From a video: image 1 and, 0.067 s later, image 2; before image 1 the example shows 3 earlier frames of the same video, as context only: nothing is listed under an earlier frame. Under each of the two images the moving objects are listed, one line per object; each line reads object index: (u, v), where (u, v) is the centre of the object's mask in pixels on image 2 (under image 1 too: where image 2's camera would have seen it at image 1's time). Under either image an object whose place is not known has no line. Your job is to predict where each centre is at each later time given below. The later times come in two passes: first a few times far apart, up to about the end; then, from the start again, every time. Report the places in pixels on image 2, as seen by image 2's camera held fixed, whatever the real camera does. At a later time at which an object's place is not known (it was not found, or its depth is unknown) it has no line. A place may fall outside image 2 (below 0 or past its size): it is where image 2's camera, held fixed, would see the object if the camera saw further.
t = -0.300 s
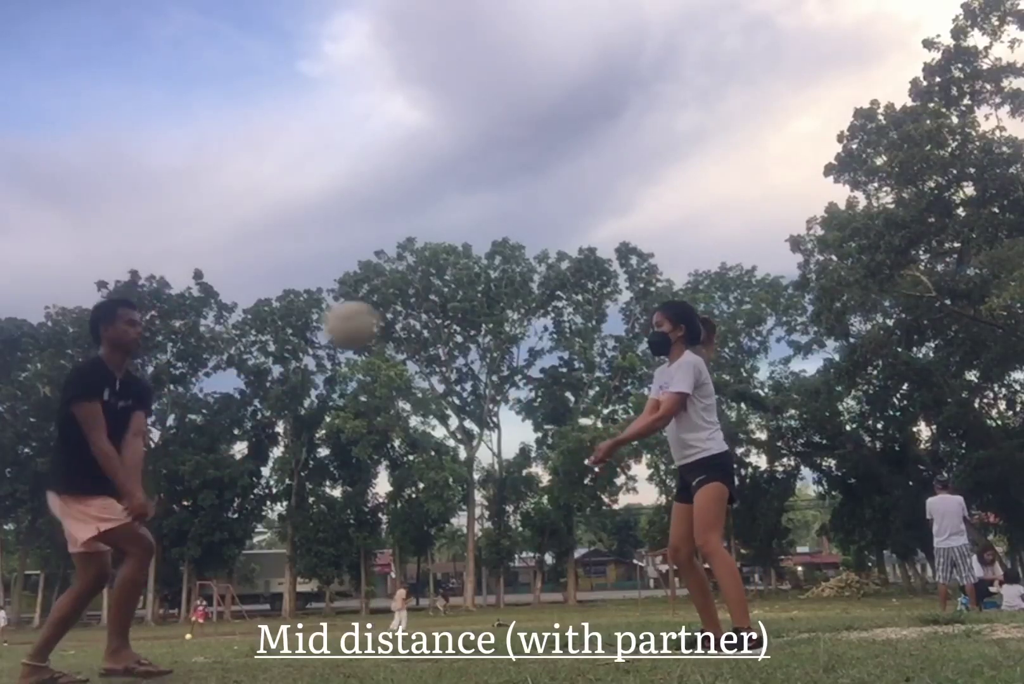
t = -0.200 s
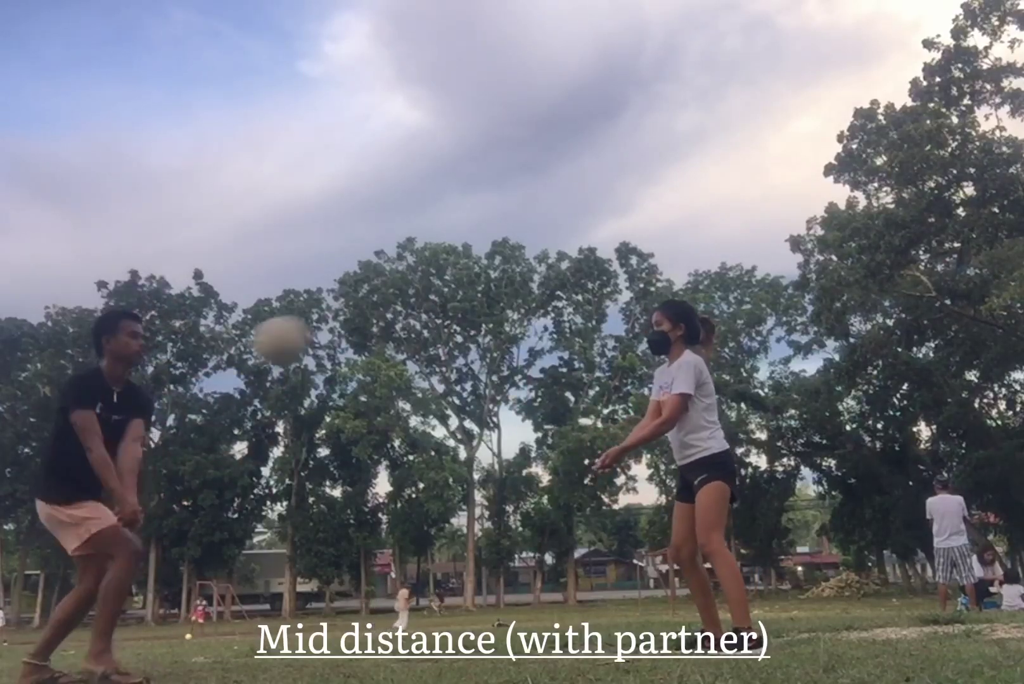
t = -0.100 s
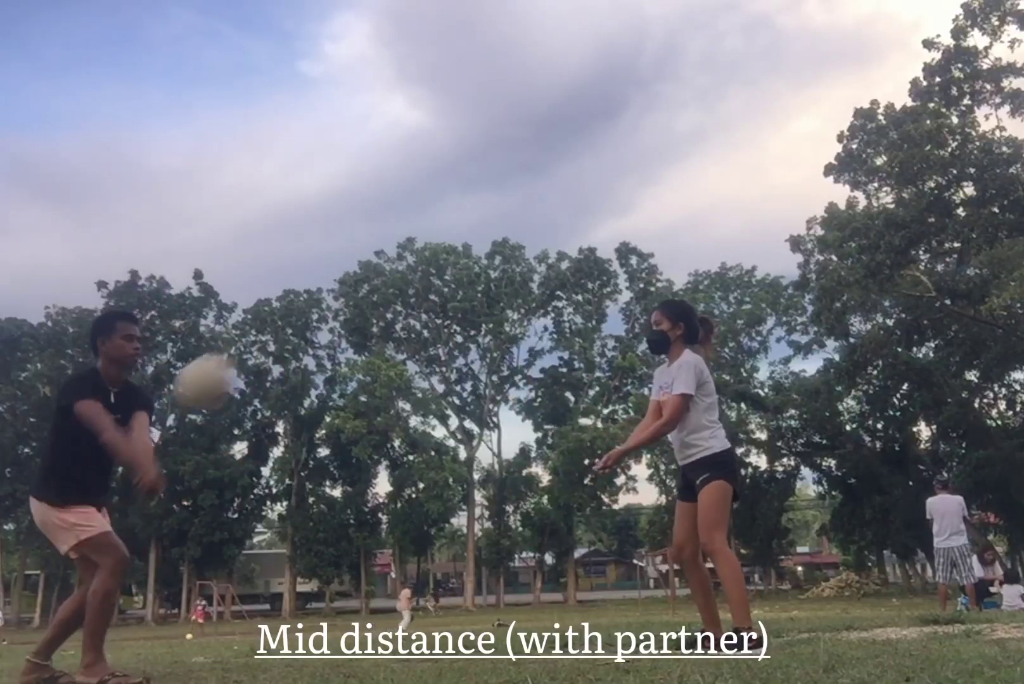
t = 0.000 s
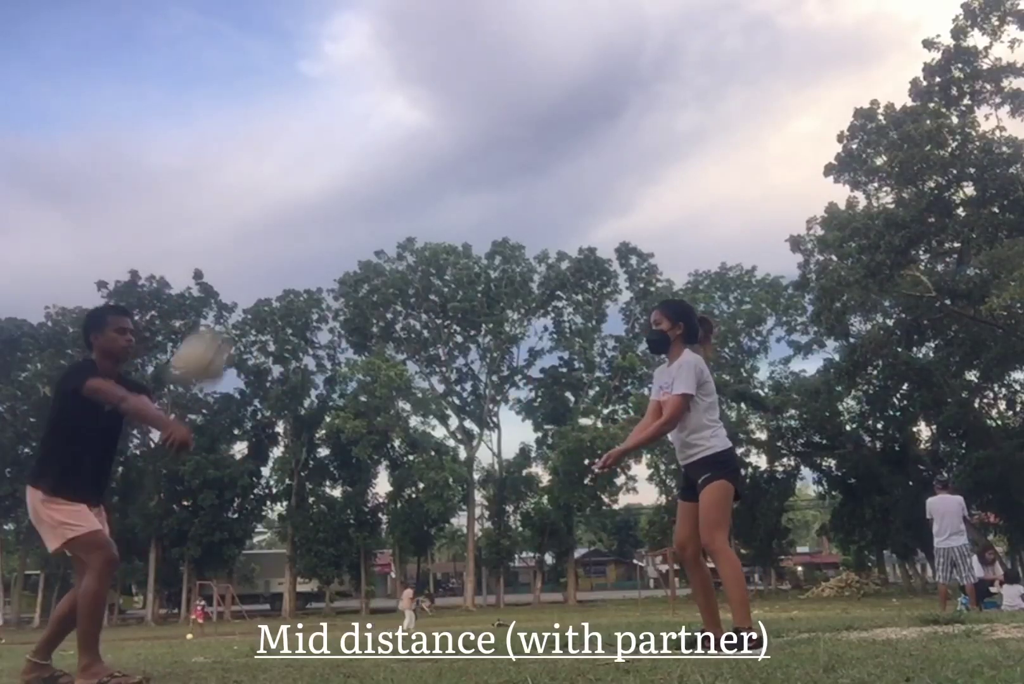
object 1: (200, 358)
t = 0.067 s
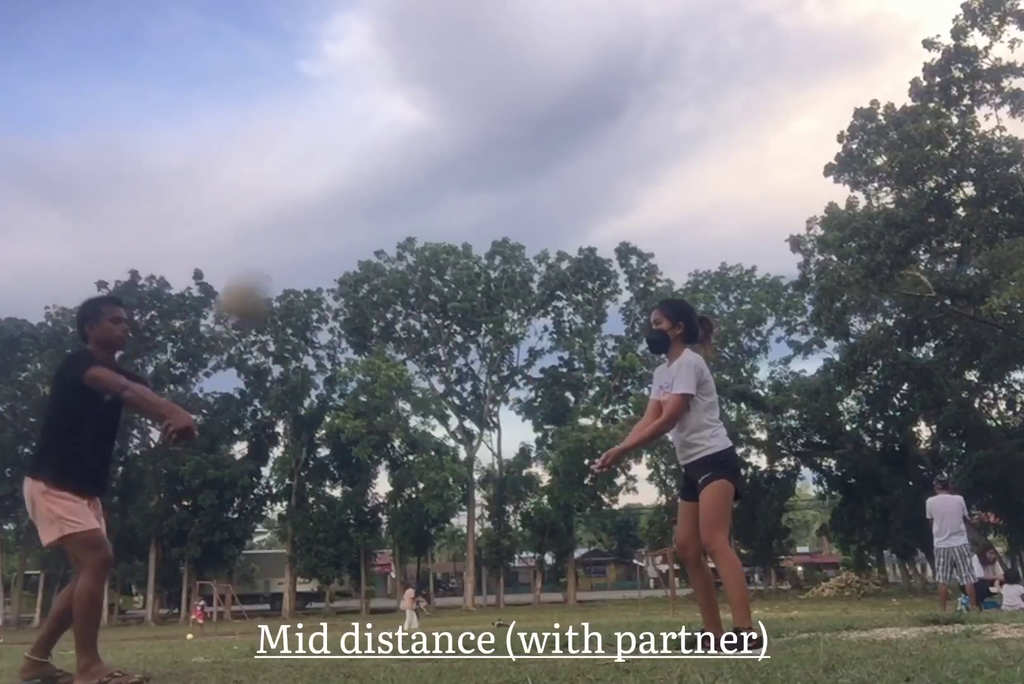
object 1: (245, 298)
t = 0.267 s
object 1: (367, 194)
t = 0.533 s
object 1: (515, 196)
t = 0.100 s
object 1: (268, 273)
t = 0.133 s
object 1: (288, 254)
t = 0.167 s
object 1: (308, 235)
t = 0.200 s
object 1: (328, 219)
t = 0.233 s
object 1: (347, 205)
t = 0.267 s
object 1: (367, 194)
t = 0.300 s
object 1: (386, 186)
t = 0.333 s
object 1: (405, 180)
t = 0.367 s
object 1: (424, 177)
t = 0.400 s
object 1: (442, 176)
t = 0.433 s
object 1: (460, 177)
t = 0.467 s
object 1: (479, 181)
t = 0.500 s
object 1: (496, 187)
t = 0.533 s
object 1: (515, 196)
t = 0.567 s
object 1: (533, 207)
